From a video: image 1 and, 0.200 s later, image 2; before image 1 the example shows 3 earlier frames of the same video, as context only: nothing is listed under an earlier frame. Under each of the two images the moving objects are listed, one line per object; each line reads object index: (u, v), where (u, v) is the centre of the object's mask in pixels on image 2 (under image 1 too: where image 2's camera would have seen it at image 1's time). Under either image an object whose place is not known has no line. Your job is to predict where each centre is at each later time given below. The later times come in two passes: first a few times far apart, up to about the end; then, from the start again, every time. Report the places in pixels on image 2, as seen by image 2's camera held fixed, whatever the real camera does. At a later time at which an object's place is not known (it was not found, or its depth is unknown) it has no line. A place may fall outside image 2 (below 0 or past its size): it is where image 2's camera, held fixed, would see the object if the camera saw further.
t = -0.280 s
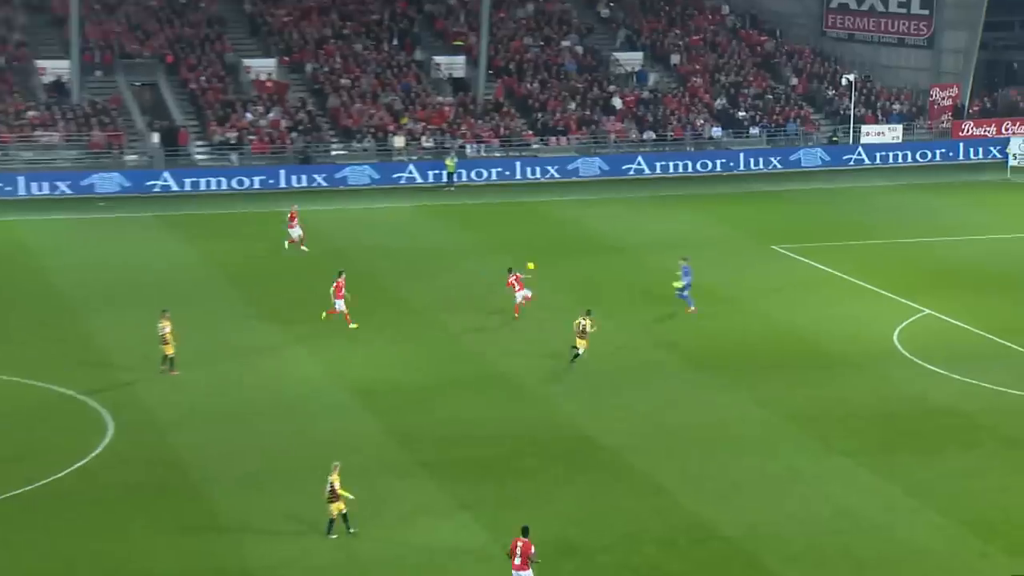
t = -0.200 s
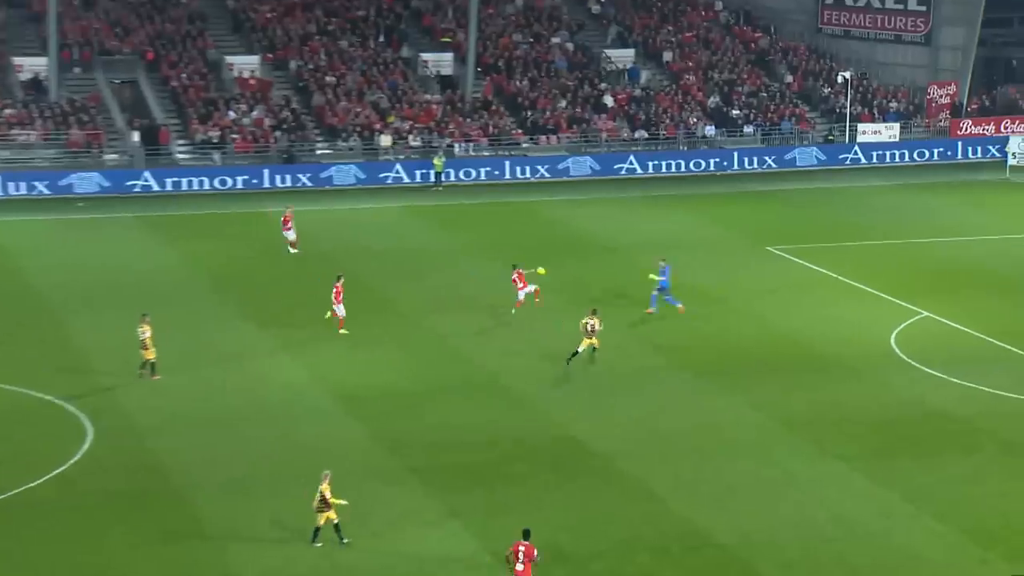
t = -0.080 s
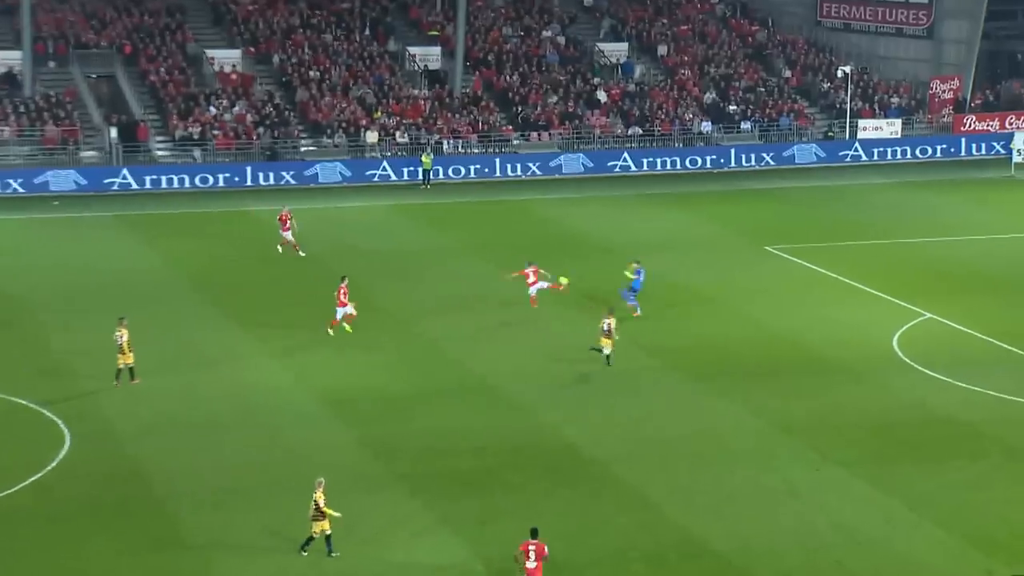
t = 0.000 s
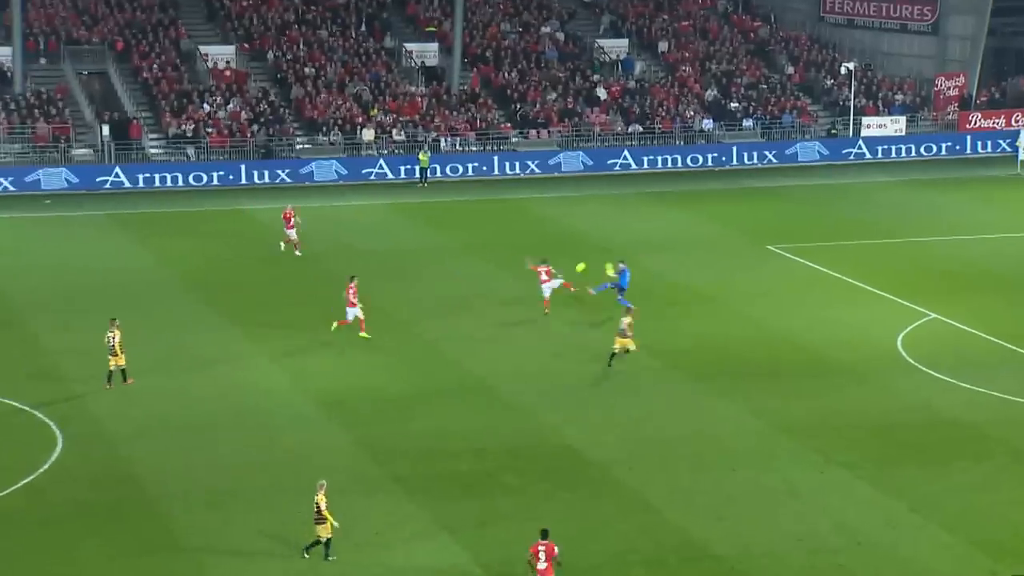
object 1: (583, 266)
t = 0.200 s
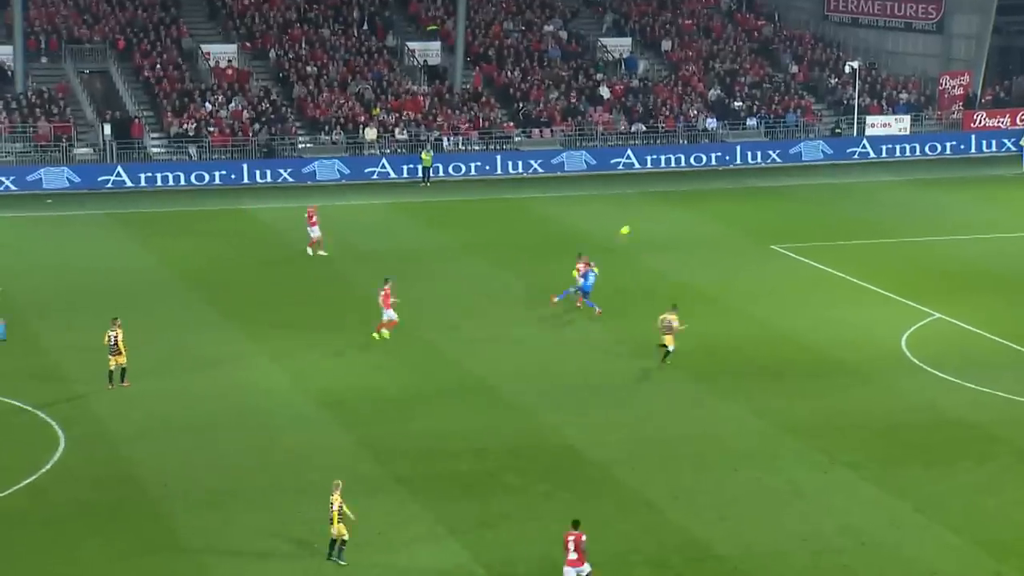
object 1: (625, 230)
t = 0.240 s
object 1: (632, 224)
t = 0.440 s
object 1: (669, 204)
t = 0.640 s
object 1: (702, 194)
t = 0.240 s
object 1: (632, 224)
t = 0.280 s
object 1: (640, 219)
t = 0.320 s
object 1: (648, 213)
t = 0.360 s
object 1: (656, 210)
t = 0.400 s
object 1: (663, 206)
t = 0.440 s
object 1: (669, 204)
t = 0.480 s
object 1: (676, 200)
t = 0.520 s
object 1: (684, 198)
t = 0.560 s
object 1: (690, 197)
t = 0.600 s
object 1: (696, 195)
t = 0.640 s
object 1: (702, 194)
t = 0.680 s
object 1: (708, 194)
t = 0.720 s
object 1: (715, 195)
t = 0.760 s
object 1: (722, 196)
